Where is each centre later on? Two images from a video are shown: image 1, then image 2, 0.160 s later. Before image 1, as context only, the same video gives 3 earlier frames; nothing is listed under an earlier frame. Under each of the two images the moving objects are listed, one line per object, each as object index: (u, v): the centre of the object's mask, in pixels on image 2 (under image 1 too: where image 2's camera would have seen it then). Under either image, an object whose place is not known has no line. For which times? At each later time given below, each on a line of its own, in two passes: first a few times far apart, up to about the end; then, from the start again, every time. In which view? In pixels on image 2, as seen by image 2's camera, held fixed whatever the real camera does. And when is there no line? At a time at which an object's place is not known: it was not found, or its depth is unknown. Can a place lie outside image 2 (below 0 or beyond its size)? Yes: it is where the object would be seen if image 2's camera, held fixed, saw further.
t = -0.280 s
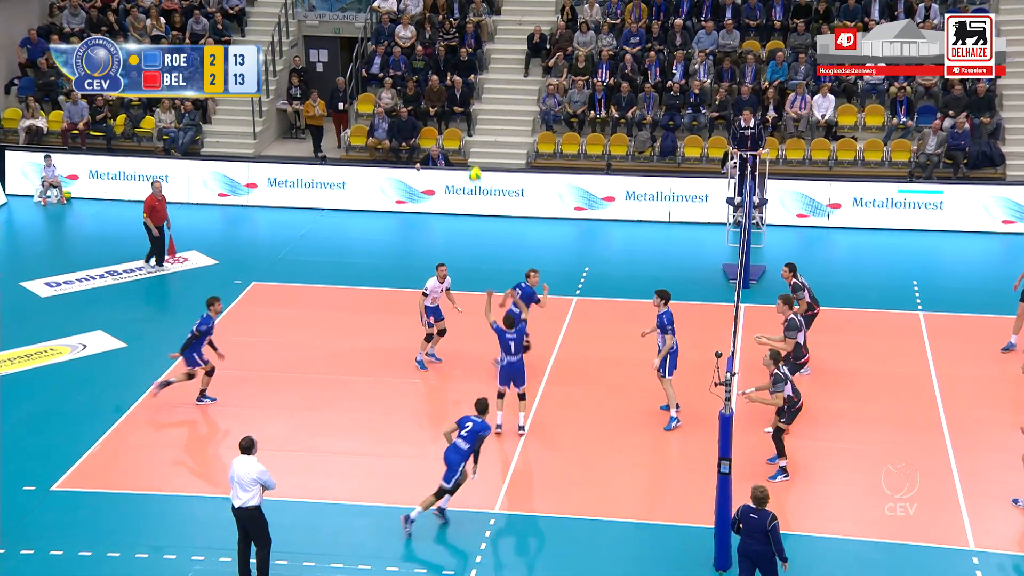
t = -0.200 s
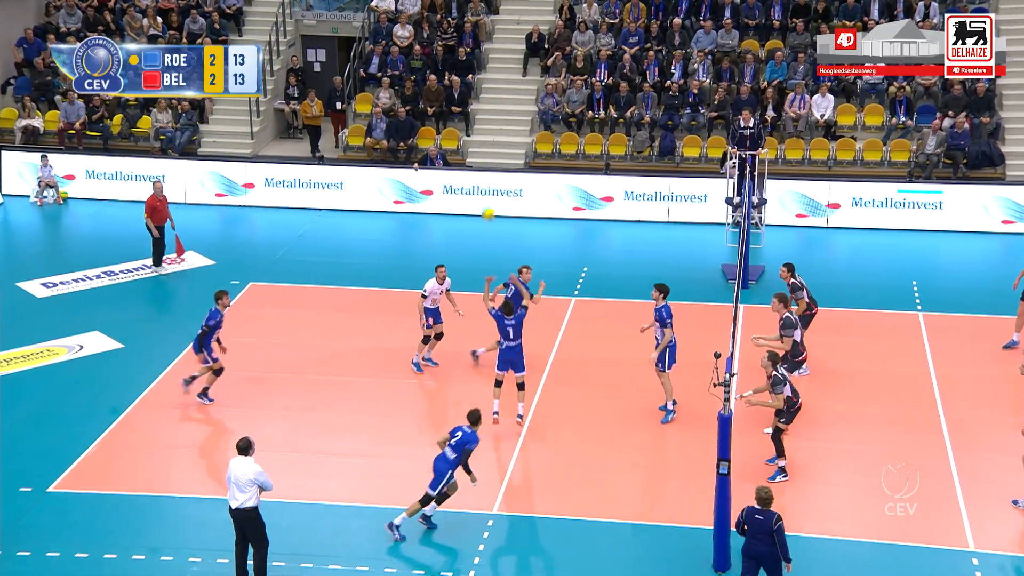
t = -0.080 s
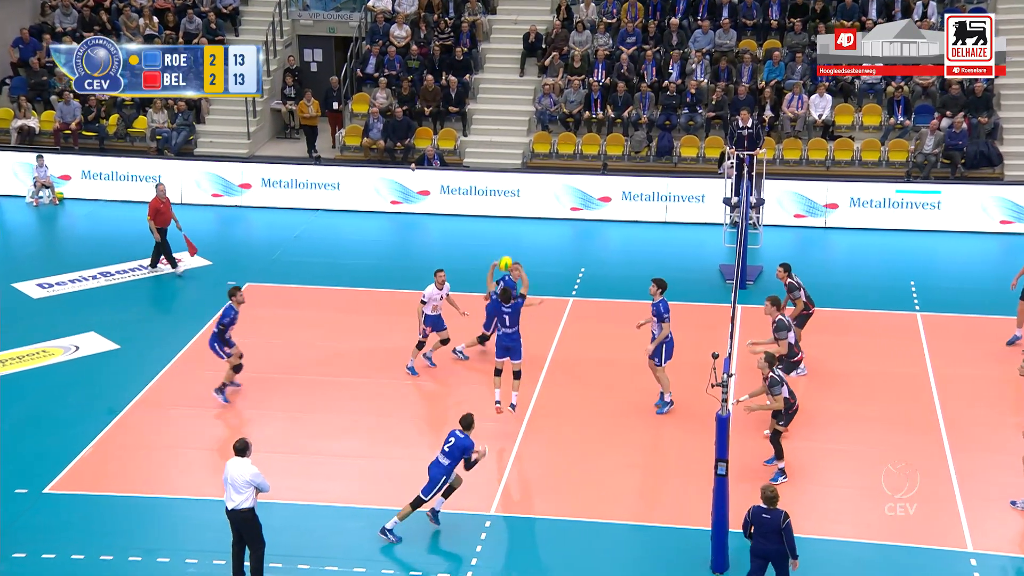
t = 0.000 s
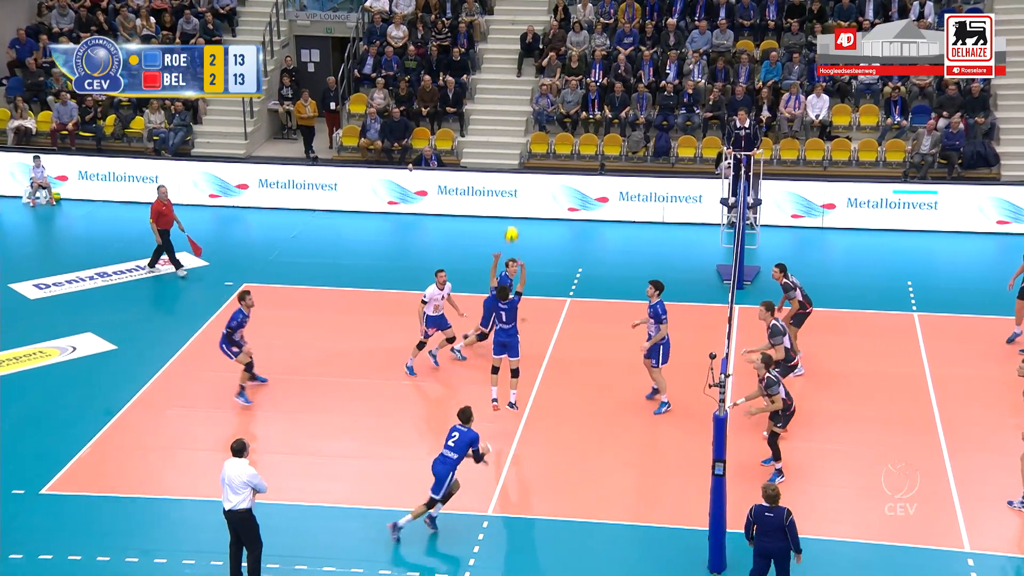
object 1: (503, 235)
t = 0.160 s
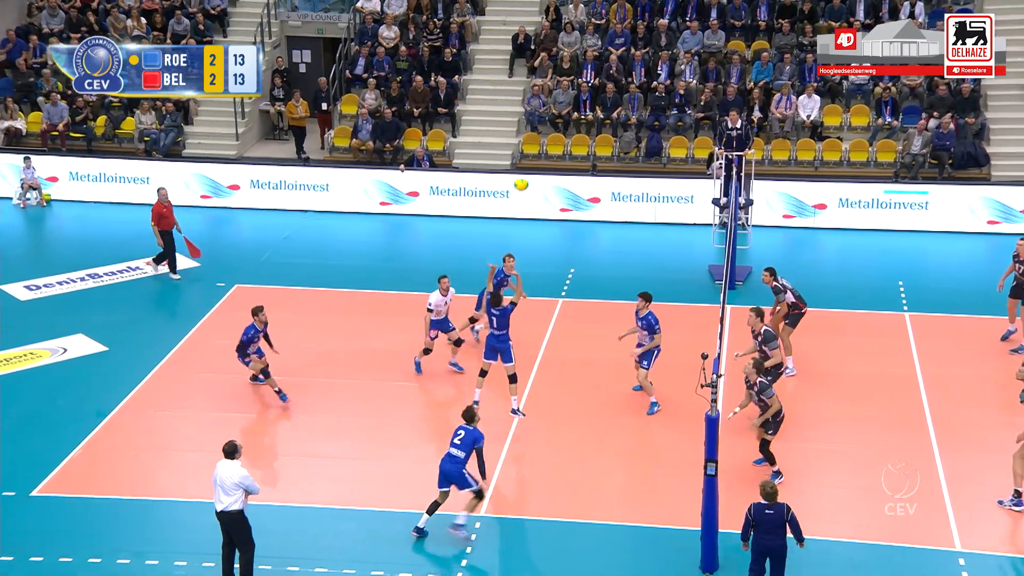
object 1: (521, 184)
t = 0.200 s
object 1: (526, 173)
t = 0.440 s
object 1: (554, 136)
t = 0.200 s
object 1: (526, 173)
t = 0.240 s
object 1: (530, 165)
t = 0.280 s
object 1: (535, 157)
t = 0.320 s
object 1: (540, 150)
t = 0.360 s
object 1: (544, 144)
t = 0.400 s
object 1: (549, 139)
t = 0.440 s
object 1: (554, 136)
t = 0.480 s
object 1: (559, 134)
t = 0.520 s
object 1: (563, 132)
